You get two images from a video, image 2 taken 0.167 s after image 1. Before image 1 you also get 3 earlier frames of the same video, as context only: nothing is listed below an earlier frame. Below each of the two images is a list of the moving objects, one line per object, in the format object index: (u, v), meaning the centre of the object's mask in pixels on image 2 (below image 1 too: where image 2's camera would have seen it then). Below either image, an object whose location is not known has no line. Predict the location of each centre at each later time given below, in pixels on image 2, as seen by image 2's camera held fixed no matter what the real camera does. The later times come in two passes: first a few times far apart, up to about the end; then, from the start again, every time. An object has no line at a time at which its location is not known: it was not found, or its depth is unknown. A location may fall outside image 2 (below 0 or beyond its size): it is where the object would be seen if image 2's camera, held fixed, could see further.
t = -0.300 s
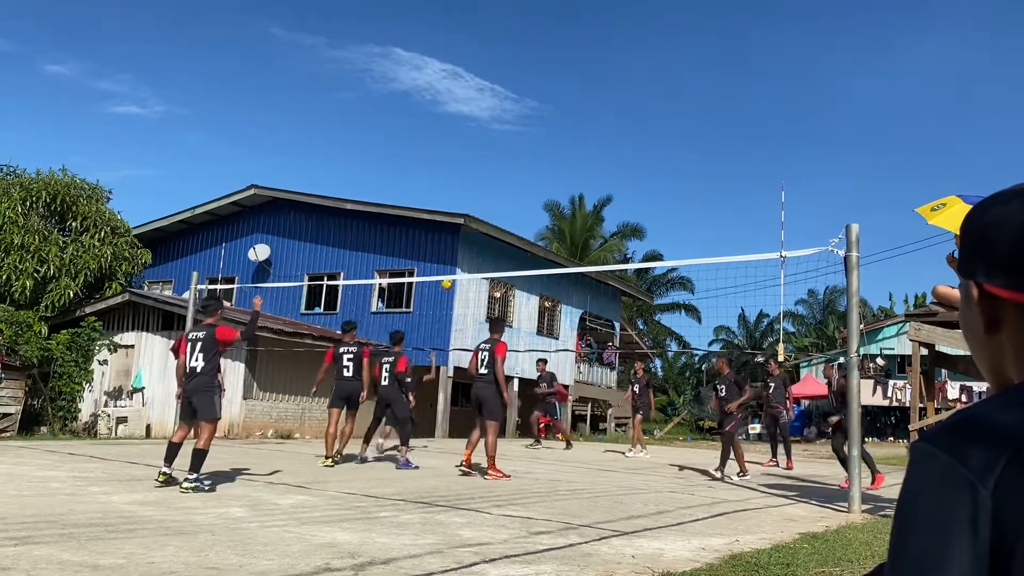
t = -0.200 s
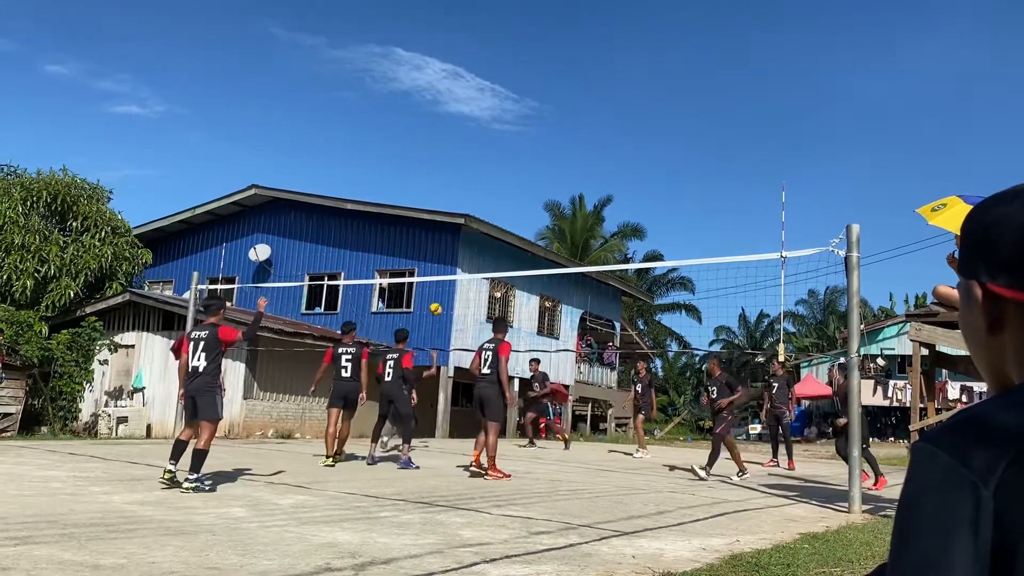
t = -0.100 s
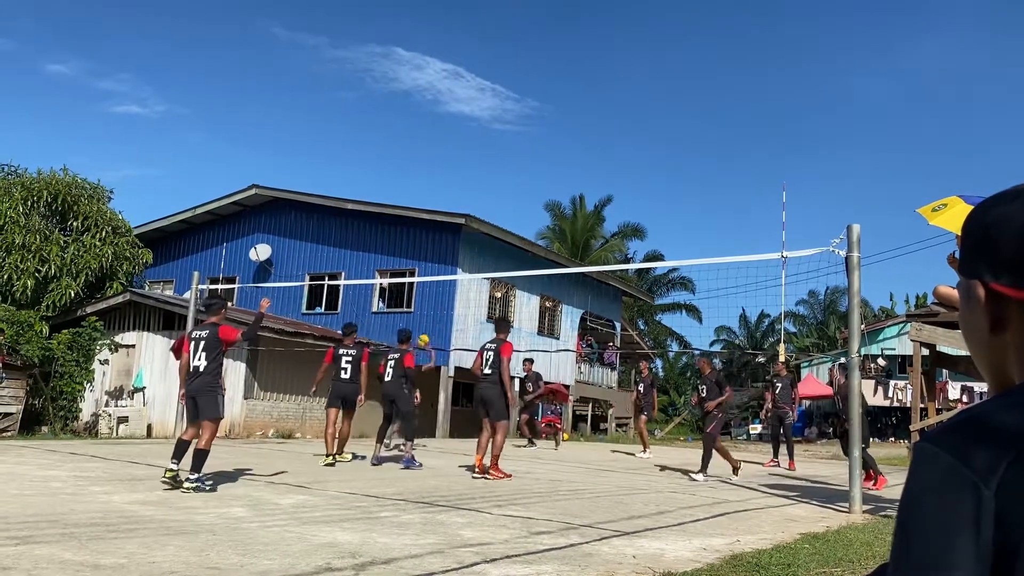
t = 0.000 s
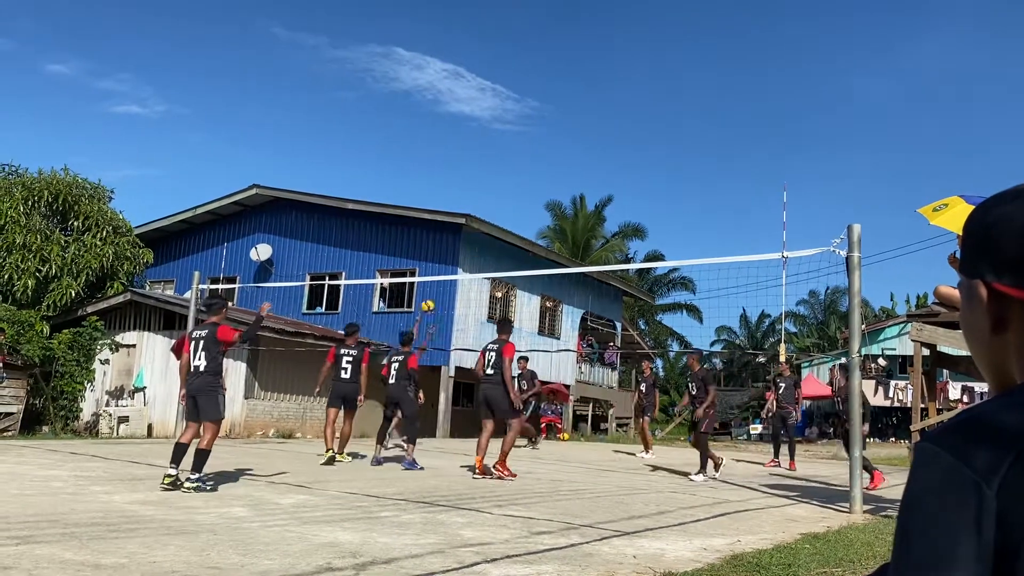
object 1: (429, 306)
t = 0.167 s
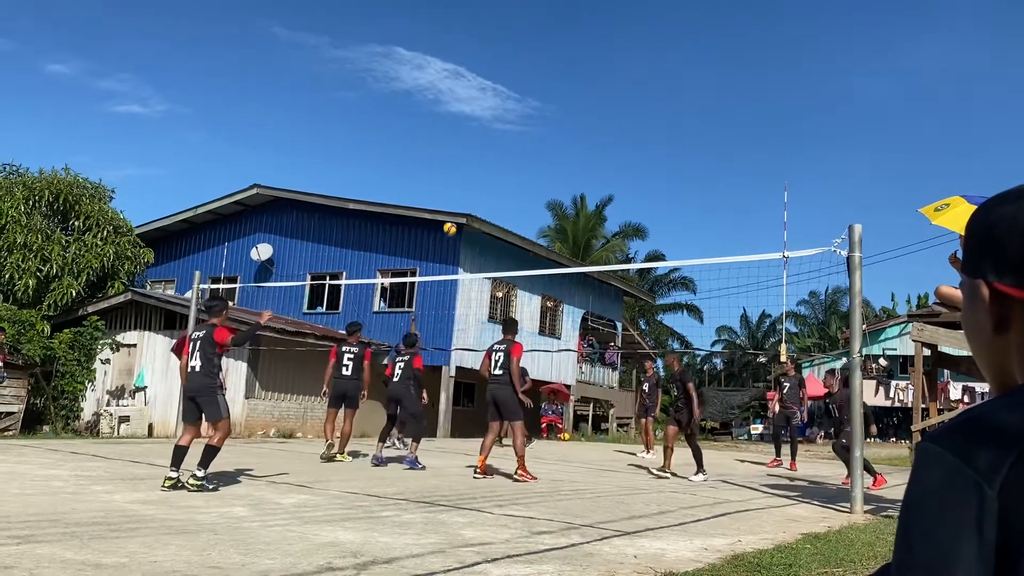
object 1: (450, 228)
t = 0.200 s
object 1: (454, 215)
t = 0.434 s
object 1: (482, 138)
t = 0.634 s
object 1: (504, 97)
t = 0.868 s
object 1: (529, 81)
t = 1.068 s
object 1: (551, 98)
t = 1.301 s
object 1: (575, 156)
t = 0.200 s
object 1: (454, 215)
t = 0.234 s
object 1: (458, 202)
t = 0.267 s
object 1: (462, 190)
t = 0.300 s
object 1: (466, 178)
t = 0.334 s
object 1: (470, 167)
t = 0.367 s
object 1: (474, 156)
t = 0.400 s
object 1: (478, 147)
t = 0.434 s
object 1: (482, 138)
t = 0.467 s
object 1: (485, 129)
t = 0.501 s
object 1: (489, 122)
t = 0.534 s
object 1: (493, 114)
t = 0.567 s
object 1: (496, 108)
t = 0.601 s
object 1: (500, 103)
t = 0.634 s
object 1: (504, 97)
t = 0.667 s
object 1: (508, 93)
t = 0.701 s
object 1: (511, 89)
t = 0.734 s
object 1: (515, 86)
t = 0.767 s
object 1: (519, 84)
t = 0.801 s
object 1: (522, 82)
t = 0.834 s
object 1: (526, 81)
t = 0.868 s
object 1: (529, 81)
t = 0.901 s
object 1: (533, 82)
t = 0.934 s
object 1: (537, 83)
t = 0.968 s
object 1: (540, 86)
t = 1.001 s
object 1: (543, 89)
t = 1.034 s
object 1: (547, 93)
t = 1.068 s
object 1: (551, 98)
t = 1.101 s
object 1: (555, 103)
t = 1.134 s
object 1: (558, 110)
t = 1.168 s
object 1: (561, 117)
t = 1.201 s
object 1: (565, 126)
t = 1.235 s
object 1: (568, 135)
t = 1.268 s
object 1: (572, 145)
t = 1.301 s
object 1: (575, 156)
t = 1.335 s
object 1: (578, 168)
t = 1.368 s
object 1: (581, 182)
